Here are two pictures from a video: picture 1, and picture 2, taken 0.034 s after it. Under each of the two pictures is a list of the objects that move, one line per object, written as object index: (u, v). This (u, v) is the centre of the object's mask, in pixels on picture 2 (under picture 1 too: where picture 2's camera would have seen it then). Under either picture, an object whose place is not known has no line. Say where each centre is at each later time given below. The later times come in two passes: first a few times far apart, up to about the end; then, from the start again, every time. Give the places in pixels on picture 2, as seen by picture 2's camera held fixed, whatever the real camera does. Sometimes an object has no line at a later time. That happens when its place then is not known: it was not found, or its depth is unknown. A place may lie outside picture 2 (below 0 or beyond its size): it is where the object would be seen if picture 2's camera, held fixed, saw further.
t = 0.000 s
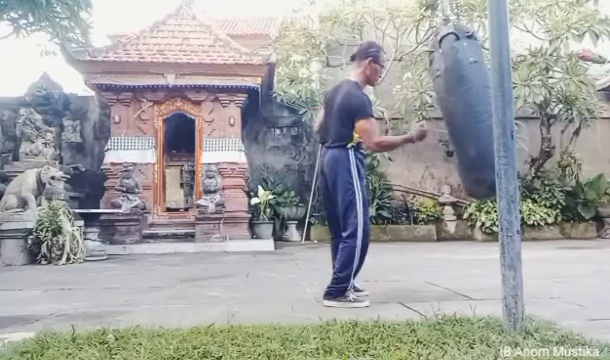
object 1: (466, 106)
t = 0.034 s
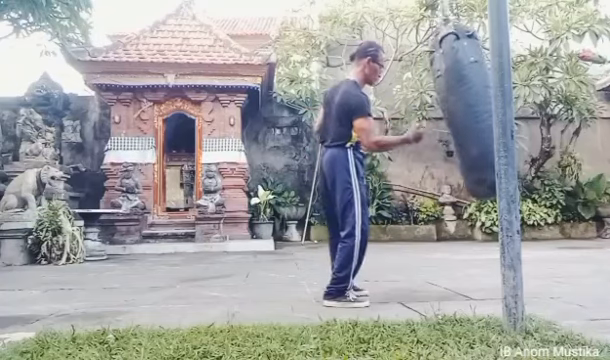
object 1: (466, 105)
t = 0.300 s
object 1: (469, 105)
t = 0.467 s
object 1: (466, 113)
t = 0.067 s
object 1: (467, 104)
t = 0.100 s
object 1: (468, 104)
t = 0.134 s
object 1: (469, 104)
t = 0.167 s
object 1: (470, 105)
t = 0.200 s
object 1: (470, 105)
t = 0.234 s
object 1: (470, 105)
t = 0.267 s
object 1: (469, 105)
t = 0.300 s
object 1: (469, 105)
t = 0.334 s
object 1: (468, 106)
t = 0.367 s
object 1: (468, 107)
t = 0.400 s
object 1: (468, 108)
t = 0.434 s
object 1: (467, 110)
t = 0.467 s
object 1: (466, 113)
